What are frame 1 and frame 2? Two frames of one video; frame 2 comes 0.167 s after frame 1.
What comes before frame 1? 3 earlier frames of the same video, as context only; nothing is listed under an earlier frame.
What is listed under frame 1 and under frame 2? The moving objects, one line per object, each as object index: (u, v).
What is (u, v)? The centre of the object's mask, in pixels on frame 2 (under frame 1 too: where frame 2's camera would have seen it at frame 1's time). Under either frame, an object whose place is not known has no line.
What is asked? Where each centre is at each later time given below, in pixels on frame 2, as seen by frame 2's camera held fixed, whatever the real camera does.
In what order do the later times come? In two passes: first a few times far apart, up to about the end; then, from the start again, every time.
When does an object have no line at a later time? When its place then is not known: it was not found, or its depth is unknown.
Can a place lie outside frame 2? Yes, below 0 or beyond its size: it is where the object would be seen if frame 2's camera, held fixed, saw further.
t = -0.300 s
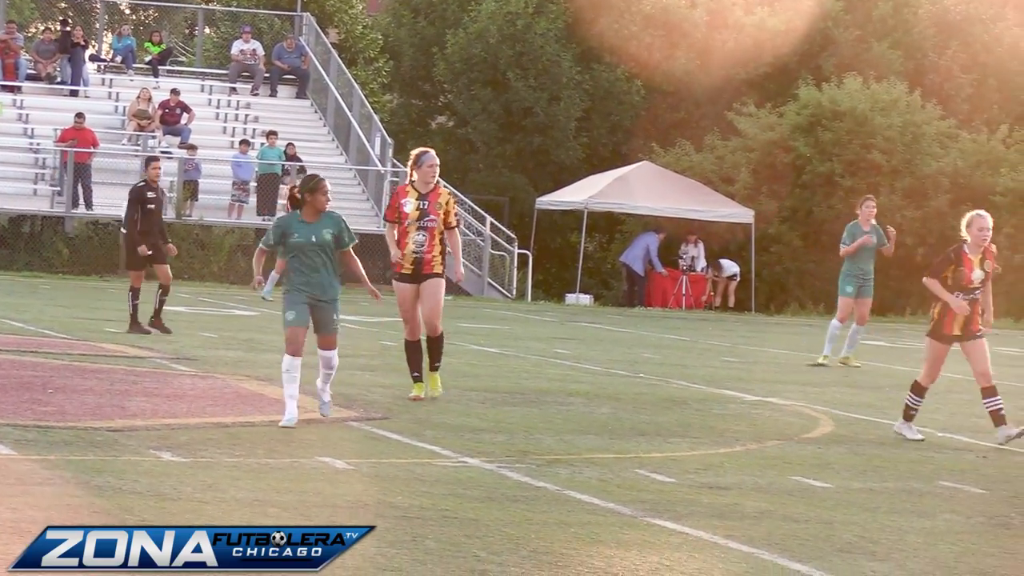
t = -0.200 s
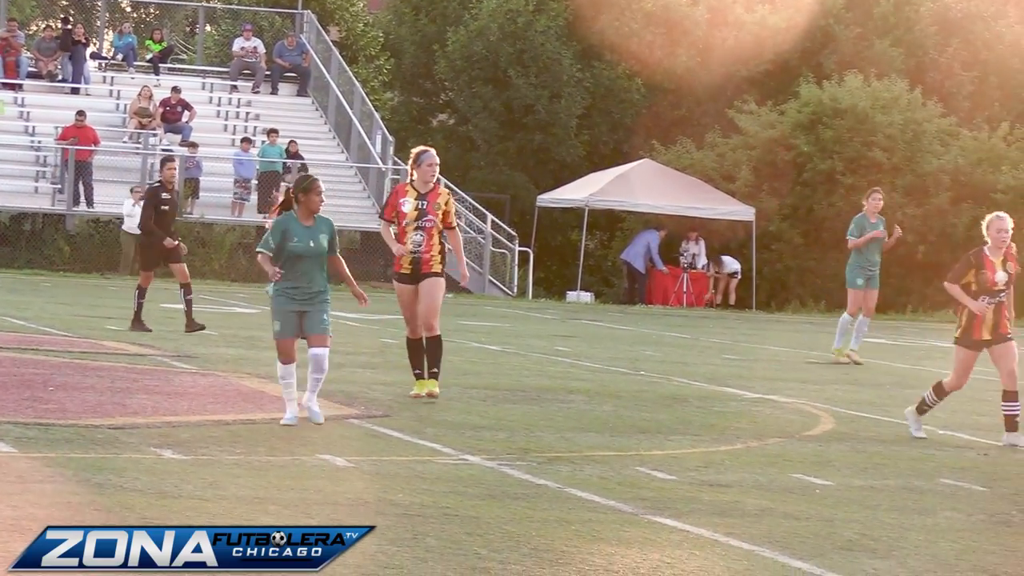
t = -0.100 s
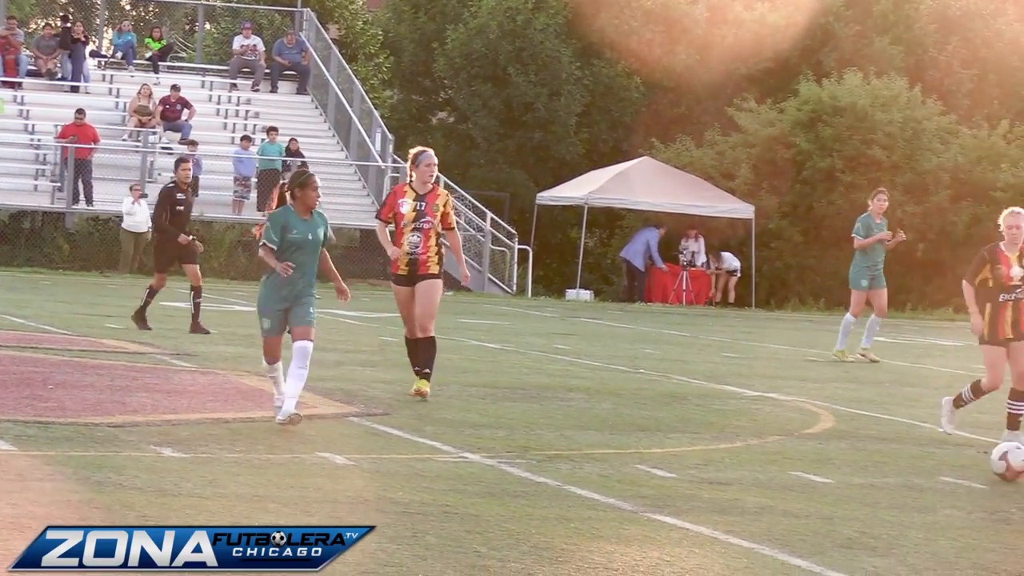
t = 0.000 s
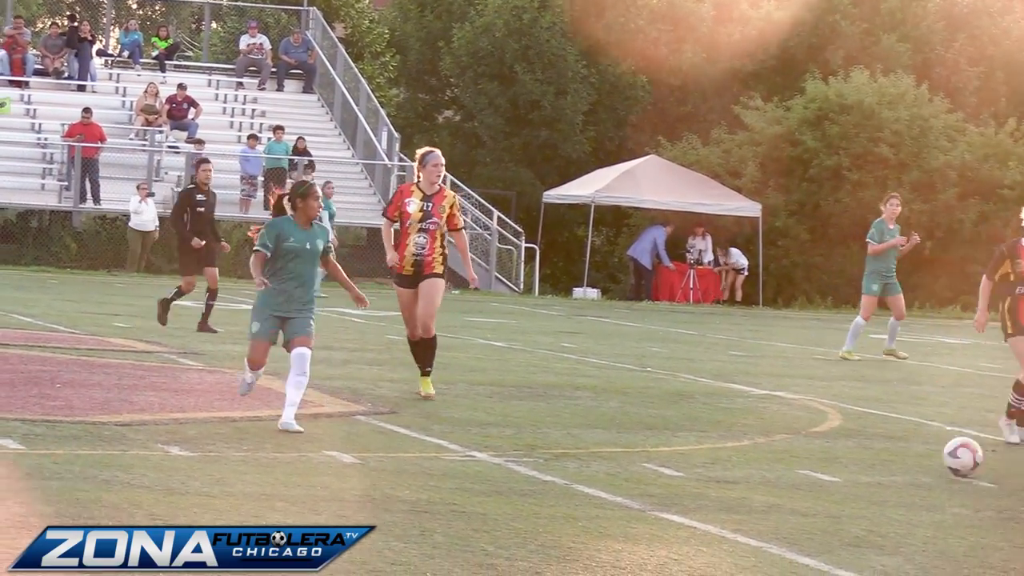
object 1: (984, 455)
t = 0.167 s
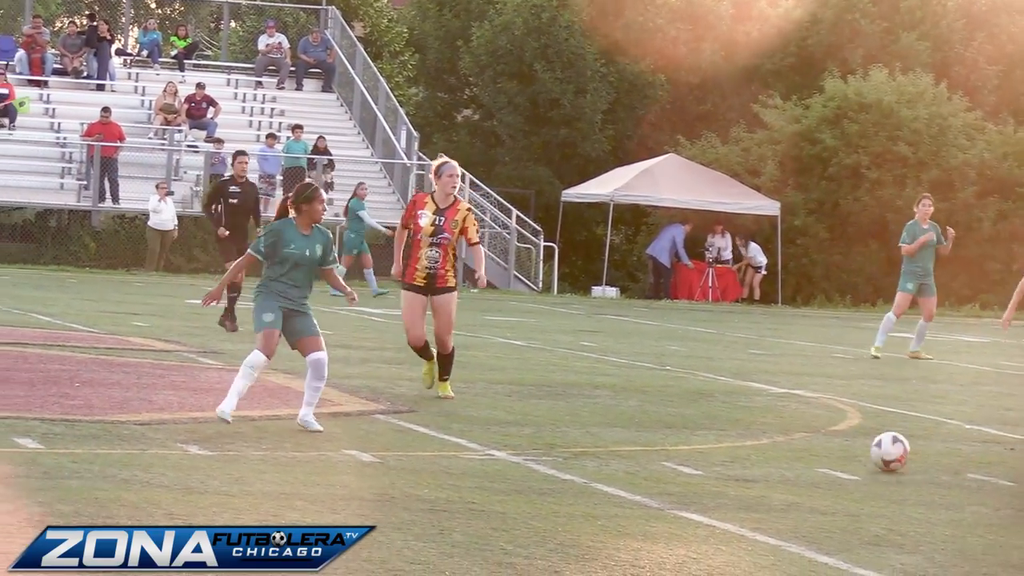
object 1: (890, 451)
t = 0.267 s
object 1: (837, 449)
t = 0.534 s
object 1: (695, 441)
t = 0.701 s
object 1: (608, 434)
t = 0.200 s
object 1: (872, 450)
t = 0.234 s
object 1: (854, 449)
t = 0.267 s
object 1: (837, 449)
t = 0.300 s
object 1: (817, 448)
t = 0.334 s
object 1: (799, 446)
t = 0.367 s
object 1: (782, 445)
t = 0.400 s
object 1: (764, 444)
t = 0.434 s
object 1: (747, 444)
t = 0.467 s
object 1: (730, 442)
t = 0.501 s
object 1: (713, 442)
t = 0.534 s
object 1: (695, 441)
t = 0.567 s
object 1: (678, 441)
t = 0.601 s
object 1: (662, 439)
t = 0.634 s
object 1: (641, 438)
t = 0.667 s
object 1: (624, 435)
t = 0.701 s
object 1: (608, 434)
